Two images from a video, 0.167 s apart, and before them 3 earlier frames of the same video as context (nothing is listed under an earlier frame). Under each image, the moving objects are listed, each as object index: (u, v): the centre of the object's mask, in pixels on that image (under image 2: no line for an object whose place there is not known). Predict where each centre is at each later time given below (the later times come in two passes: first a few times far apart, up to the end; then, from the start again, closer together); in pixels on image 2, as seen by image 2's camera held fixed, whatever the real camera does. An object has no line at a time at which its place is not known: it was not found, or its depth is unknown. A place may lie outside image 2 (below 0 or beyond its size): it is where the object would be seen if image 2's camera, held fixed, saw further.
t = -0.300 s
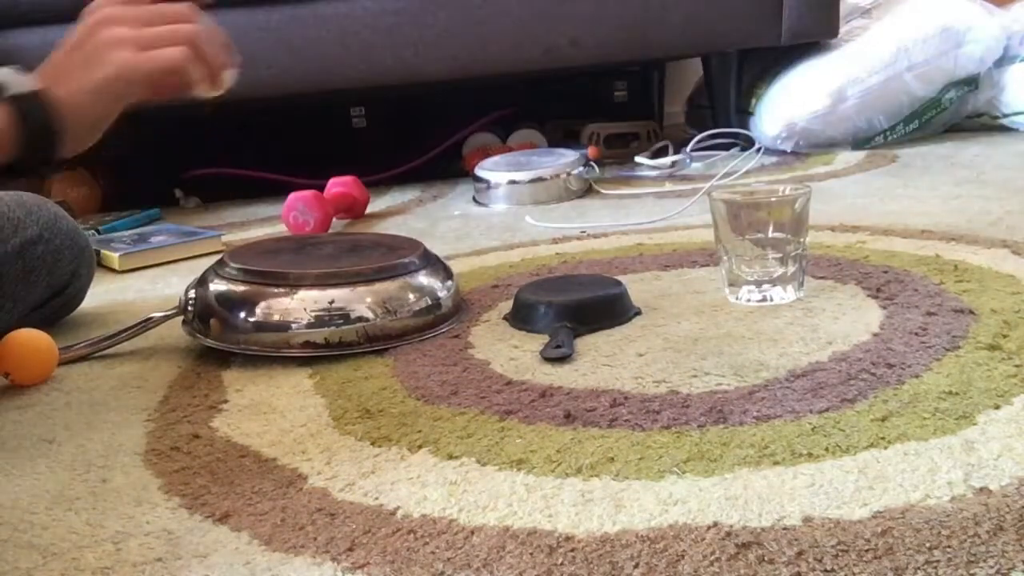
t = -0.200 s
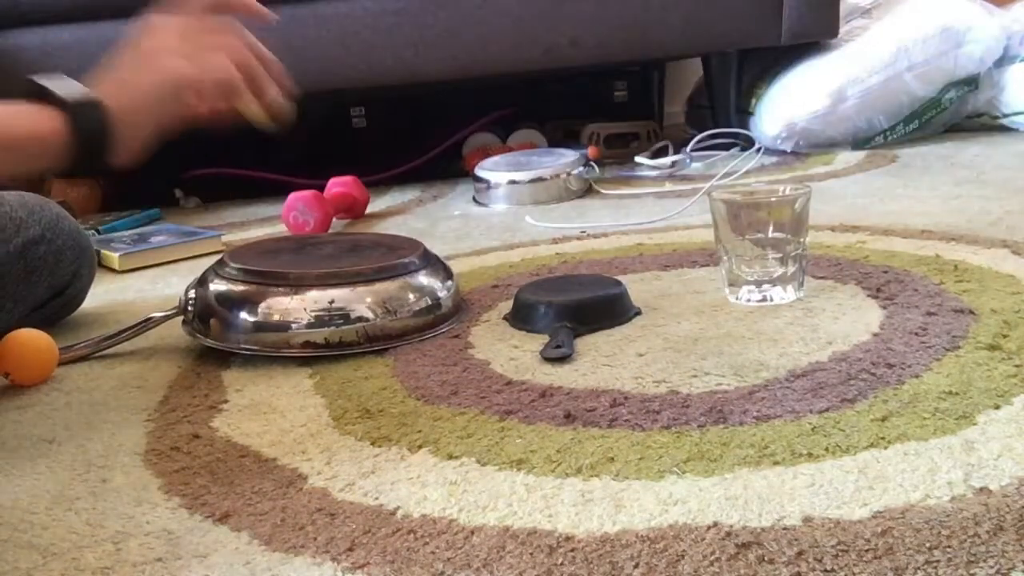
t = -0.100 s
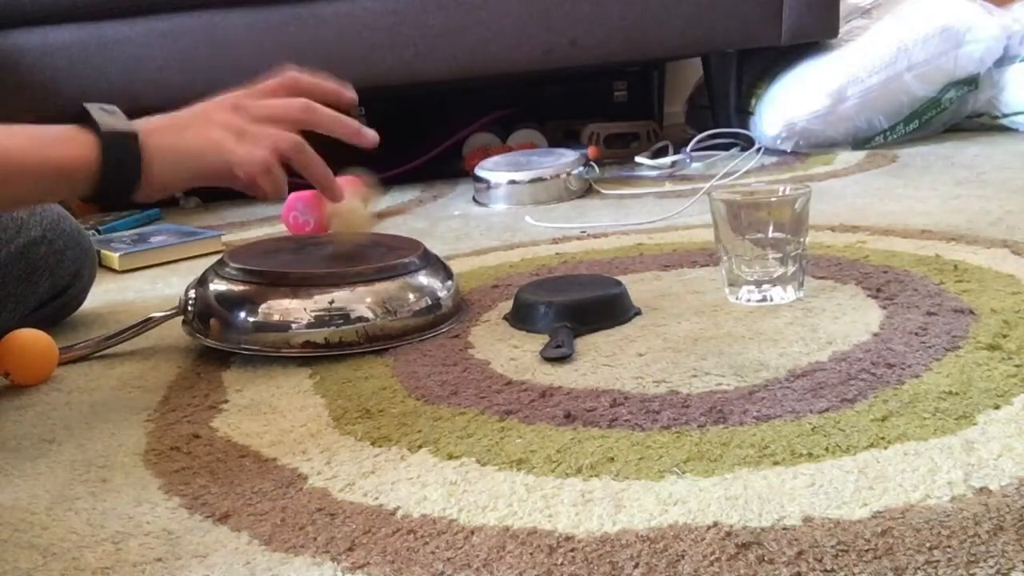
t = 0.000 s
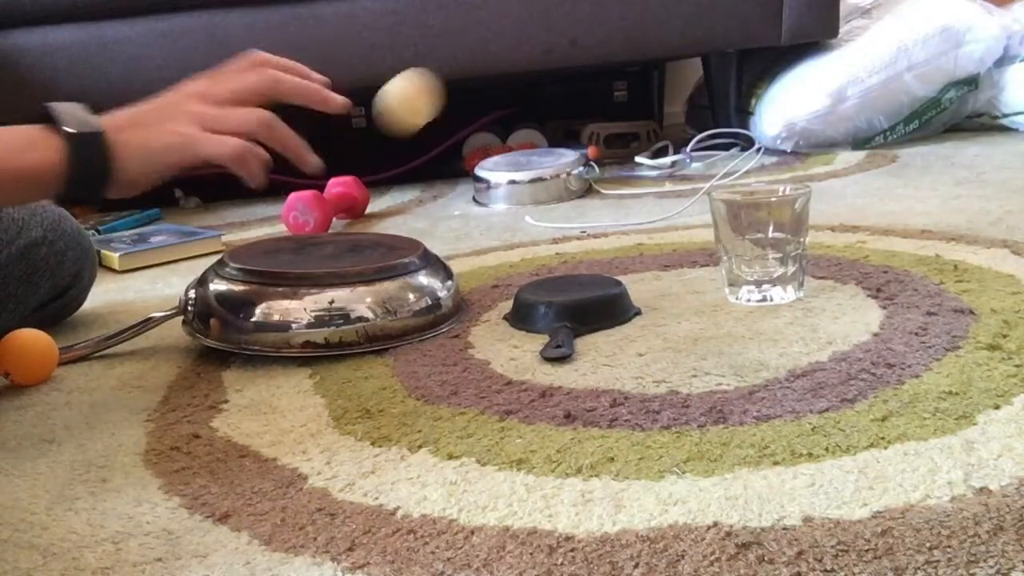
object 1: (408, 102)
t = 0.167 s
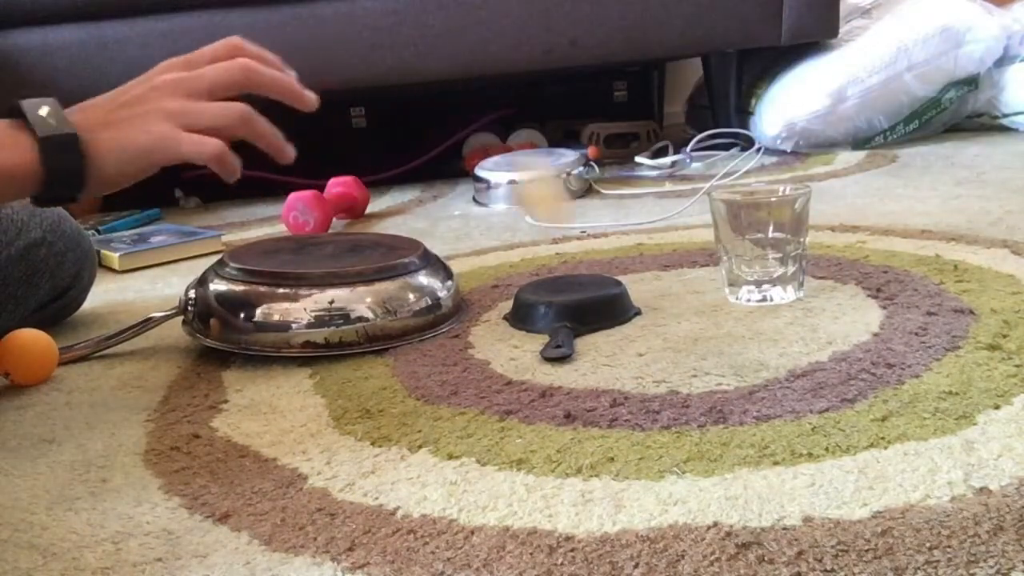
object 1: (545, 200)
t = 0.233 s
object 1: (592, 183)
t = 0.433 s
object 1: (724, 151)
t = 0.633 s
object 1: (759, 226)
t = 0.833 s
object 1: (758, 232)
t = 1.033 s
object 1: (758, 238)
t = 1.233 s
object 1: (759, 243)
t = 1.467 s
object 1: (759, 243)
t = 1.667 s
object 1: (759, 243)
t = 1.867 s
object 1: (759, 243)
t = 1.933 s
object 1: (759, 243)
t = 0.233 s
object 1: (592, 183)
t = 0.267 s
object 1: (613, 146)
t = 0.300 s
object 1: (632, 124)
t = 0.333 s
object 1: (656, 112)
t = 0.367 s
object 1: (678, 112)
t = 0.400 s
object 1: (700, 125)
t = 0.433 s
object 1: (724, 151)
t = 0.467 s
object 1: (757, 214)
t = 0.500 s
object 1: (759, 227)
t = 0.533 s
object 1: (759, 216)
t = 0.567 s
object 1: (762, 212)
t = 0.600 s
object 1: (758, 219)
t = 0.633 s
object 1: (759, 226)
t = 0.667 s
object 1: (757, 228)
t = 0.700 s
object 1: (758, 229)
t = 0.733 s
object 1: (757, 229)
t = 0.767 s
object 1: (759, 231)
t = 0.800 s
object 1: (757, 232)
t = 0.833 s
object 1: (758, 232)
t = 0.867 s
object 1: (758, 234)
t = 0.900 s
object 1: (757, 235)
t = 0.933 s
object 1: (757, 236)
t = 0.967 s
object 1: (758, 236)
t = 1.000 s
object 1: (759, 237)
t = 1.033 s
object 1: (758, 238)
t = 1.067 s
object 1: (758, 239)
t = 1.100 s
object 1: (758, 240)
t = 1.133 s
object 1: (759, 241)
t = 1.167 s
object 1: (757, 242)
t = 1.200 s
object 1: (759, 243)
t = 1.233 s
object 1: (759, 243)
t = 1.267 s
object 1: (759, 243)
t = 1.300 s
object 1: (759, 243)
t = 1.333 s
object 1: (759, 243)
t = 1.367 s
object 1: (759, 243)
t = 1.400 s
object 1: (759, 243)
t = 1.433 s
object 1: (758, 244)
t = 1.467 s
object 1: (759, 243)
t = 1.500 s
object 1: (759, 243)
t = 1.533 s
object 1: (759, 243)
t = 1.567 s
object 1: (759, 243)
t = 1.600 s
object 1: (759, 243)
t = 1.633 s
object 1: (759, 243)
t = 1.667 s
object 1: (759, 243)
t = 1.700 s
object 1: (759, 243)
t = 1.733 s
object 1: (759, 243)
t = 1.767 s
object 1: (759, 243)
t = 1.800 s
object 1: (759, 243)
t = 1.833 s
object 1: (759, 243)
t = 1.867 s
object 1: (759, 243)
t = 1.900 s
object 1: (759, 243)
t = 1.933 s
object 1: (759, 243)
